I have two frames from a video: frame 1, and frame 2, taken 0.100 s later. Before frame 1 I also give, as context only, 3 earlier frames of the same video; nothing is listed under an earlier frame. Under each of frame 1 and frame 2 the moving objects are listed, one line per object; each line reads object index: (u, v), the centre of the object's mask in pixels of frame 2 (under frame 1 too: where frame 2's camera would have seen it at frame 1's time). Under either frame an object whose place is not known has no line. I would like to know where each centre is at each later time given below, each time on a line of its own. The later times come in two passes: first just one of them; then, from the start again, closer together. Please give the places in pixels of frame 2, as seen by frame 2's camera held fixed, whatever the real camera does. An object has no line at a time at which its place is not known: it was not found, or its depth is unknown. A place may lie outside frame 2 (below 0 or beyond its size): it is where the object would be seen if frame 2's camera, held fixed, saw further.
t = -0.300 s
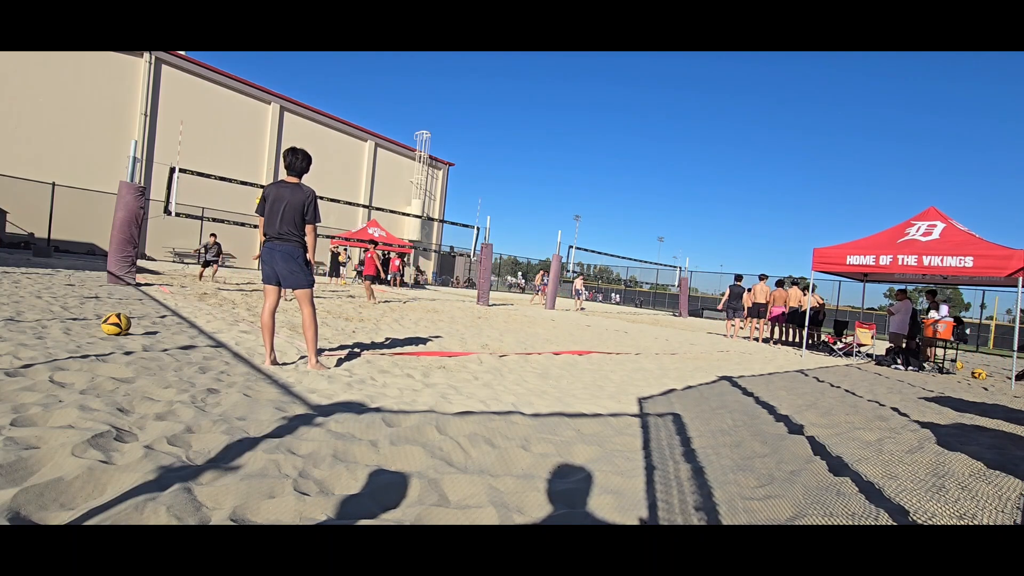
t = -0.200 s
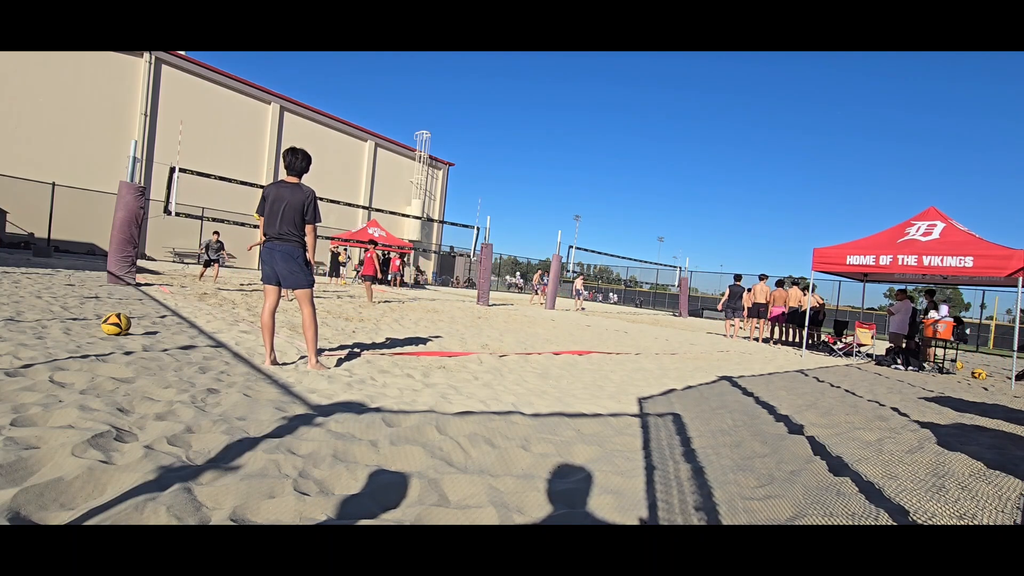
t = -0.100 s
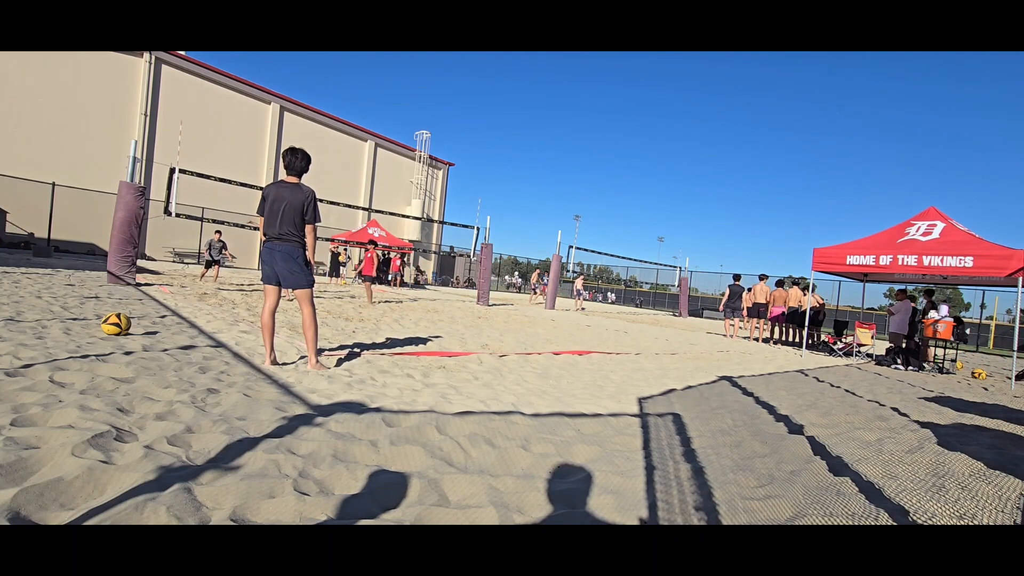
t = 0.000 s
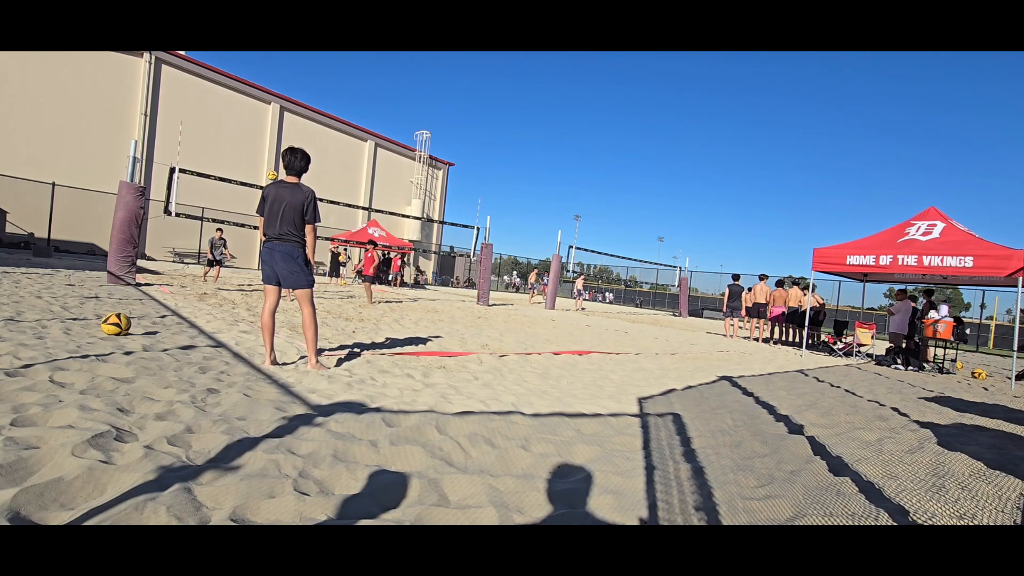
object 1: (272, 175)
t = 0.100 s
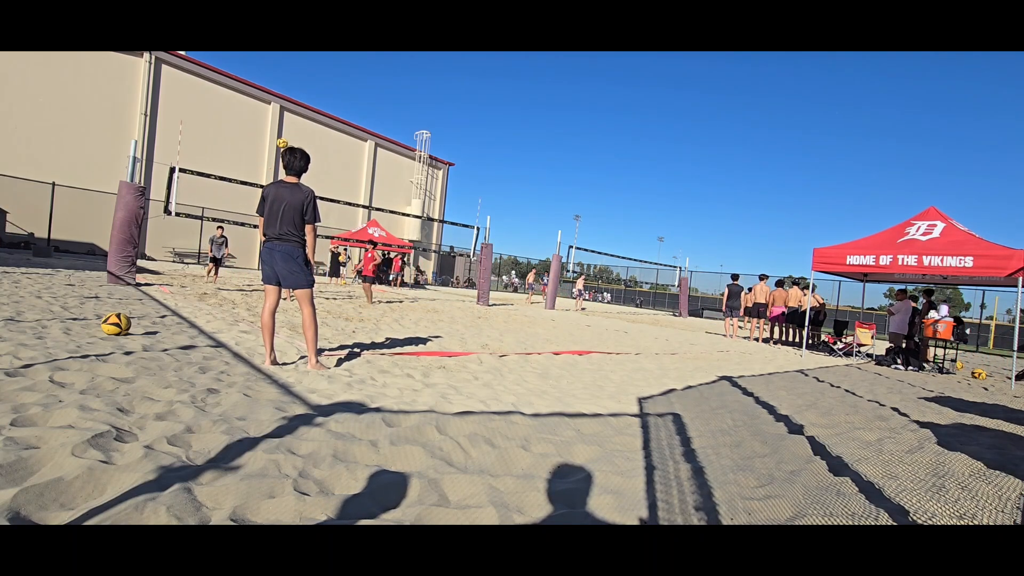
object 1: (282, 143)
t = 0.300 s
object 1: (300, 93)
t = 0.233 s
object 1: (294, 107)
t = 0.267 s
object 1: (297, 100)
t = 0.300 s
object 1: (300, 93)
